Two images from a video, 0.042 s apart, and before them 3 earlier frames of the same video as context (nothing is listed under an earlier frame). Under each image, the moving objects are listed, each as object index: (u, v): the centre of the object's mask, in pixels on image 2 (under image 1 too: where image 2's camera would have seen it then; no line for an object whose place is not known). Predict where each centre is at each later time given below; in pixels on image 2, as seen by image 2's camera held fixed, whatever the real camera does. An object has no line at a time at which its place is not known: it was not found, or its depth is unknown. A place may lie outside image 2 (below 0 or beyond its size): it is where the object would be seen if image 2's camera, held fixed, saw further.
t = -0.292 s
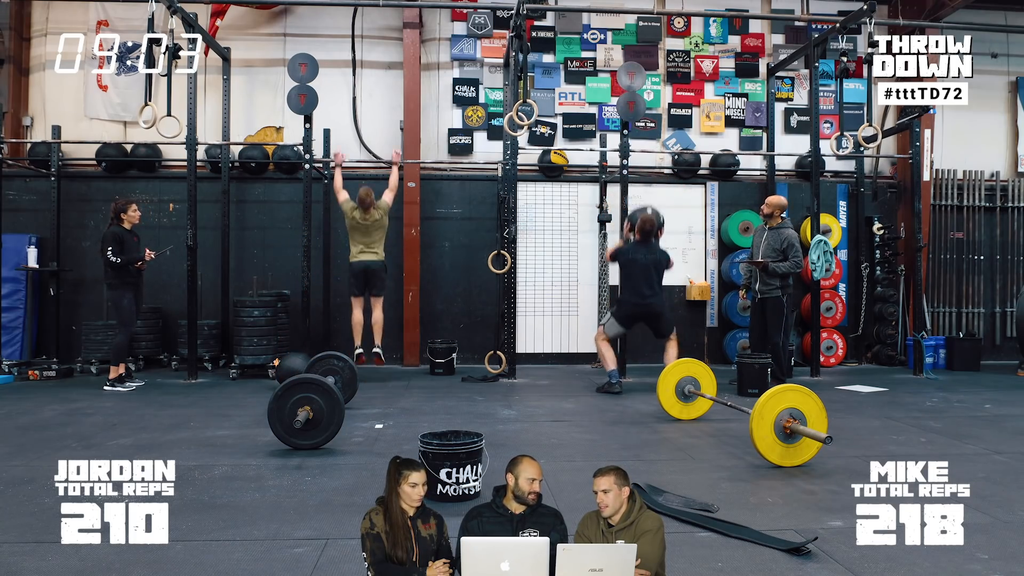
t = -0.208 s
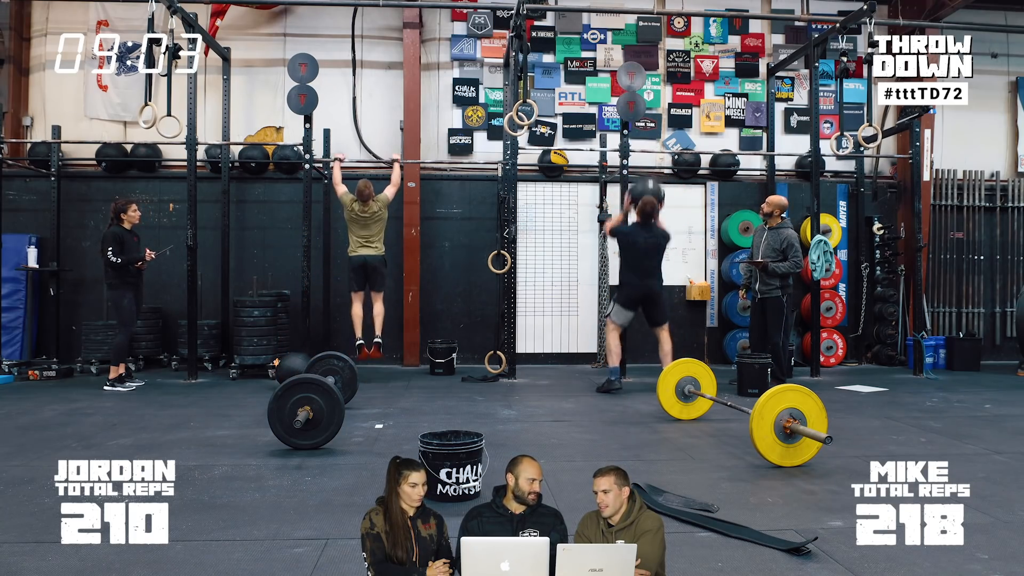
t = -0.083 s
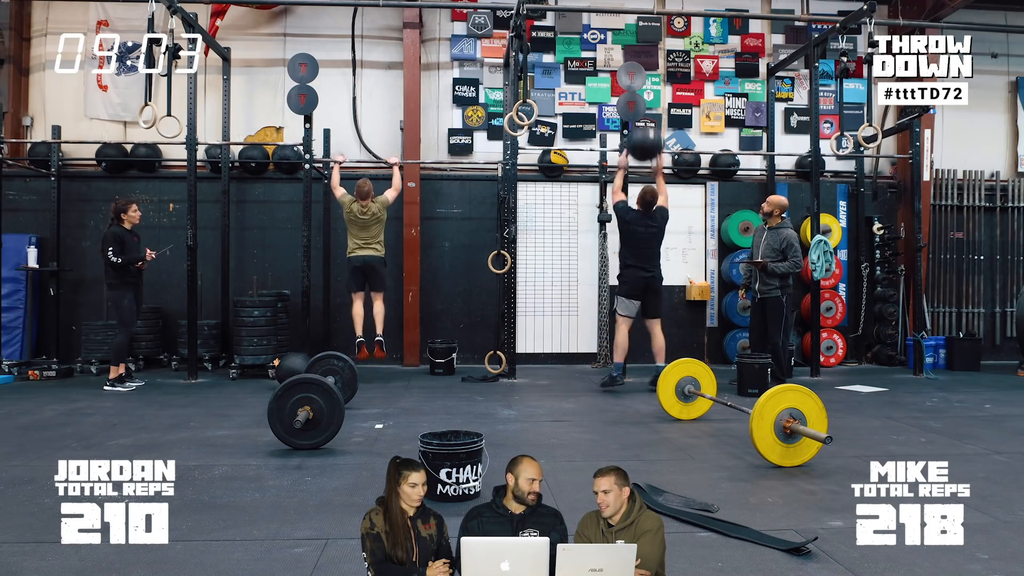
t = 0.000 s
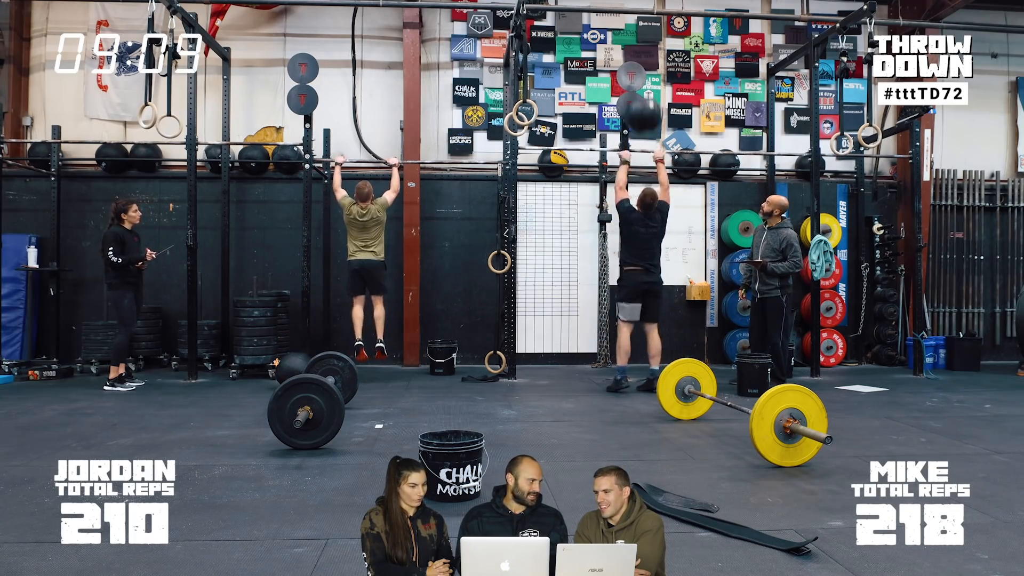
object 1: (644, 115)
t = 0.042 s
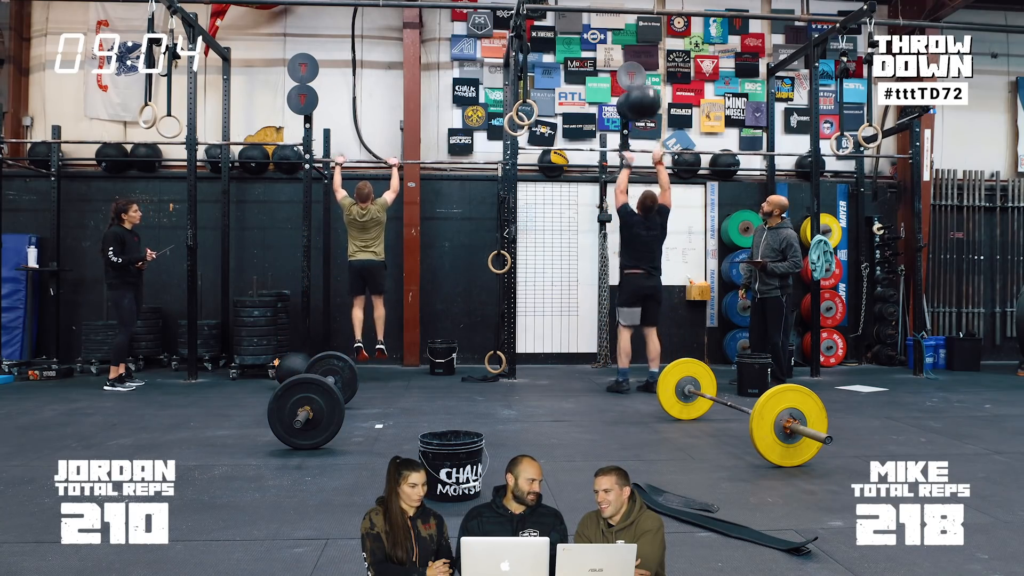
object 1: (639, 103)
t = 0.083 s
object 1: (638, 97)
